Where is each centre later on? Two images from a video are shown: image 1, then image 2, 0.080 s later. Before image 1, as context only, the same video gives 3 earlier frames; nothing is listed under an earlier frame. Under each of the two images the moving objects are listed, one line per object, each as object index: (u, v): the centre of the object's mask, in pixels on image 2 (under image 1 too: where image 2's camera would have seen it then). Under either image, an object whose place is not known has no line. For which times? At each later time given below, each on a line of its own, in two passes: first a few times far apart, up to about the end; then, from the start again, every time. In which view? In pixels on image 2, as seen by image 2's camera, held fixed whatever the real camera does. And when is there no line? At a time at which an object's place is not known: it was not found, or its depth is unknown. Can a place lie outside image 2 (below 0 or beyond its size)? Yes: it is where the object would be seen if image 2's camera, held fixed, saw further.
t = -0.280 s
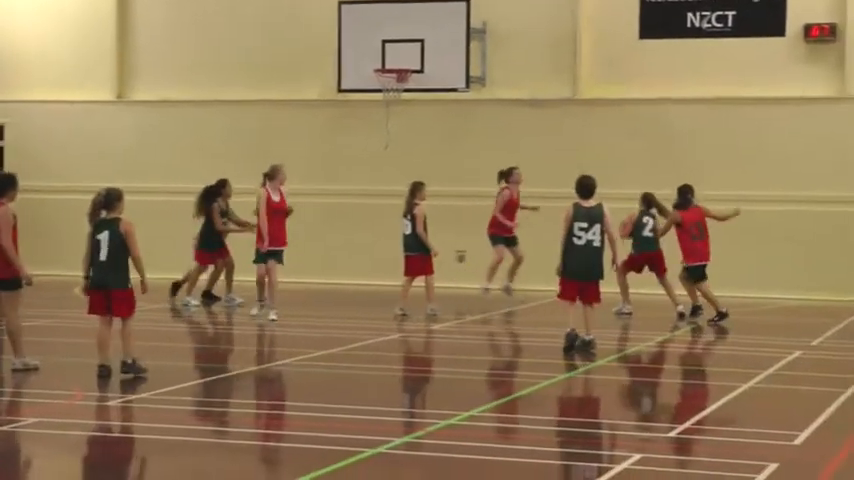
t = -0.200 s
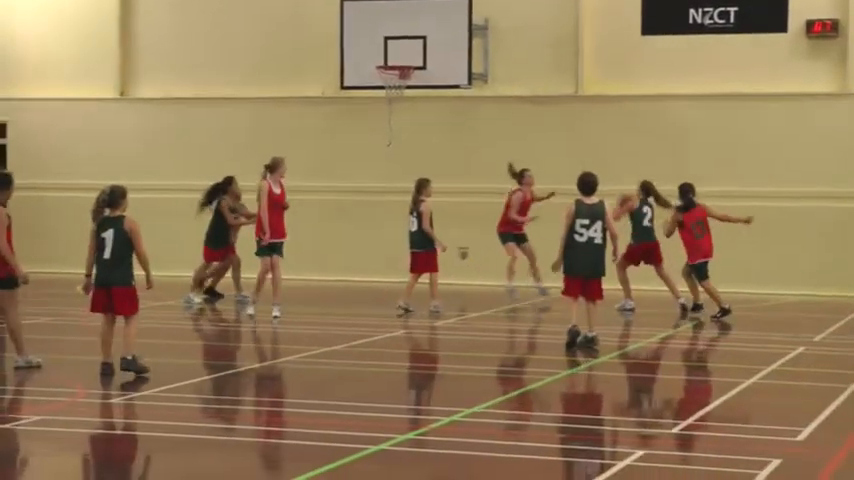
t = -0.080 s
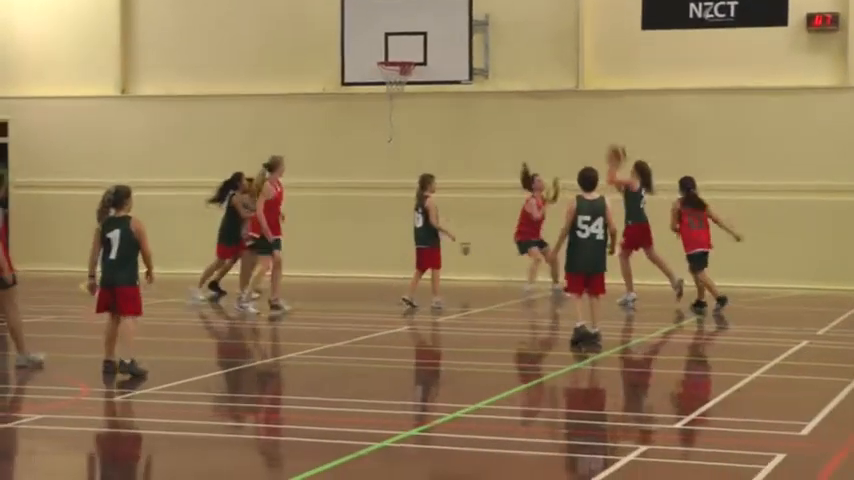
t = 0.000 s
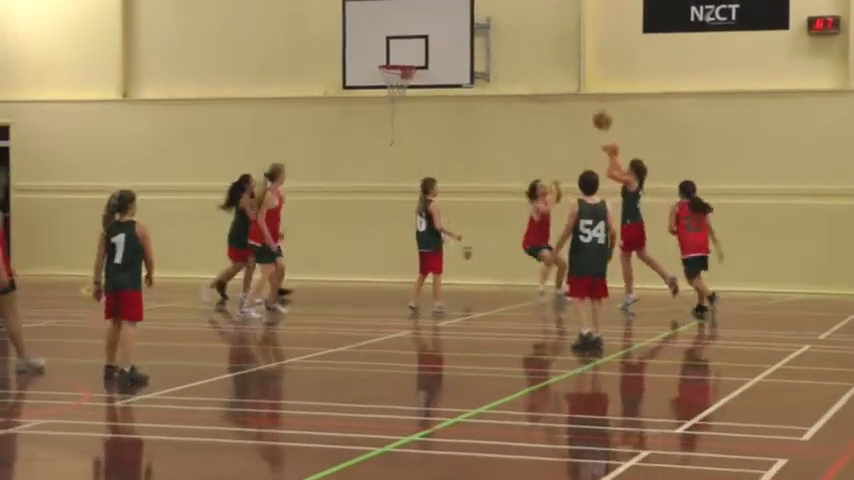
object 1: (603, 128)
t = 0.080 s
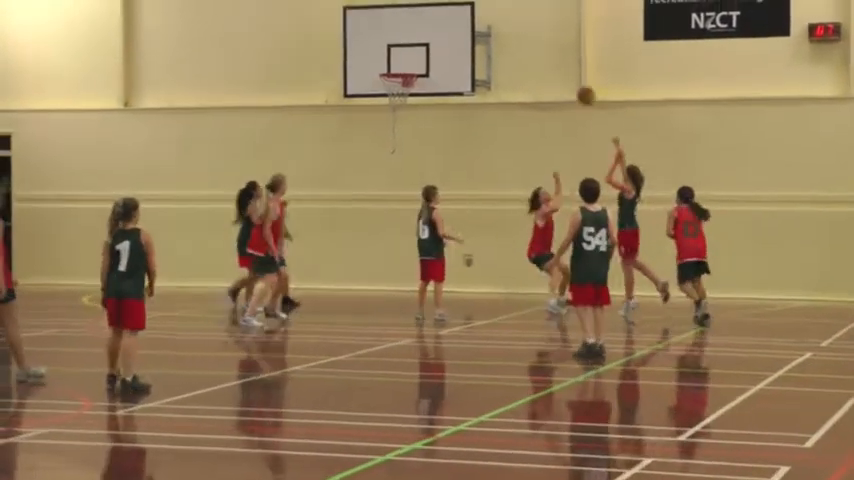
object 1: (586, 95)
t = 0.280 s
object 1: (544, 36)
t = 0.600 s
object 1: (482, 12)
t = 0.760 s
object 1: (454, 31)
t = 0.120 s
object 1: (577, 81)
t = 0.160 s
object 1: (569, 67)
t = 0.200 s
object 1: (560, 55)
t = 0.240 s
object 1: (552, 45)
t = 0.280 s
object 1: (544, 36)
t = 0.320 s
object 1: (536, 29)
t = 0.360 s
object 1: (527, 23)
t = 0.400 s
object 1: (519, 18)
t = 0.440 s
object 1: (511, 14)
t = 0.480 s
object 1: (504, 12)
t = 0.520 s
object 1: (497, 10)
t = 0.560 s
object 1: (489, 11)
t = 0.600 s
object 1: (482, 12)
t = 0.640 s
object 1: (475, 14)
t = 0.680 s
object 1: (468, 19)
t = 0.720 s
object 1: (460, 25)
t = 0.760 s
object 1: (454, 31)
